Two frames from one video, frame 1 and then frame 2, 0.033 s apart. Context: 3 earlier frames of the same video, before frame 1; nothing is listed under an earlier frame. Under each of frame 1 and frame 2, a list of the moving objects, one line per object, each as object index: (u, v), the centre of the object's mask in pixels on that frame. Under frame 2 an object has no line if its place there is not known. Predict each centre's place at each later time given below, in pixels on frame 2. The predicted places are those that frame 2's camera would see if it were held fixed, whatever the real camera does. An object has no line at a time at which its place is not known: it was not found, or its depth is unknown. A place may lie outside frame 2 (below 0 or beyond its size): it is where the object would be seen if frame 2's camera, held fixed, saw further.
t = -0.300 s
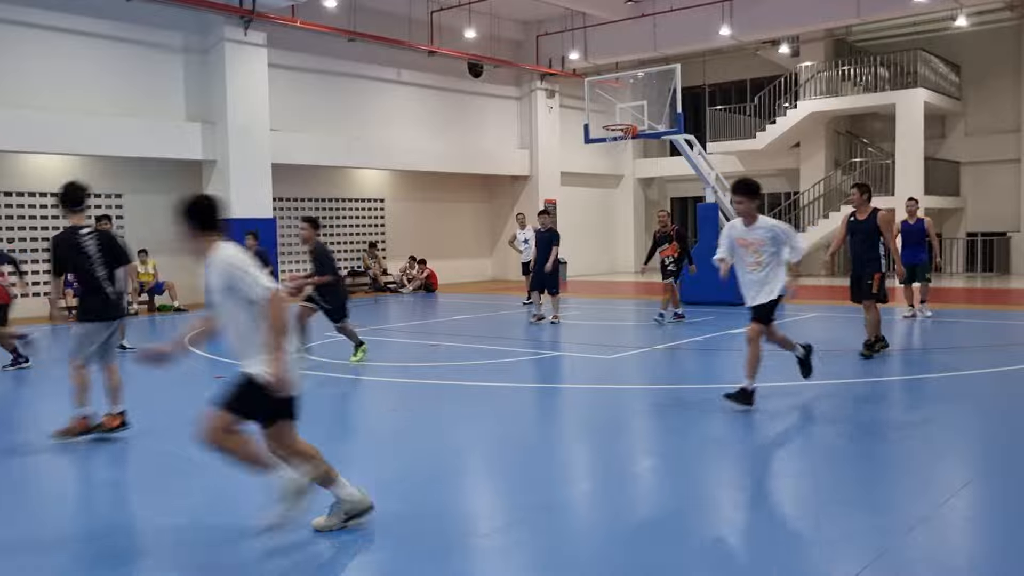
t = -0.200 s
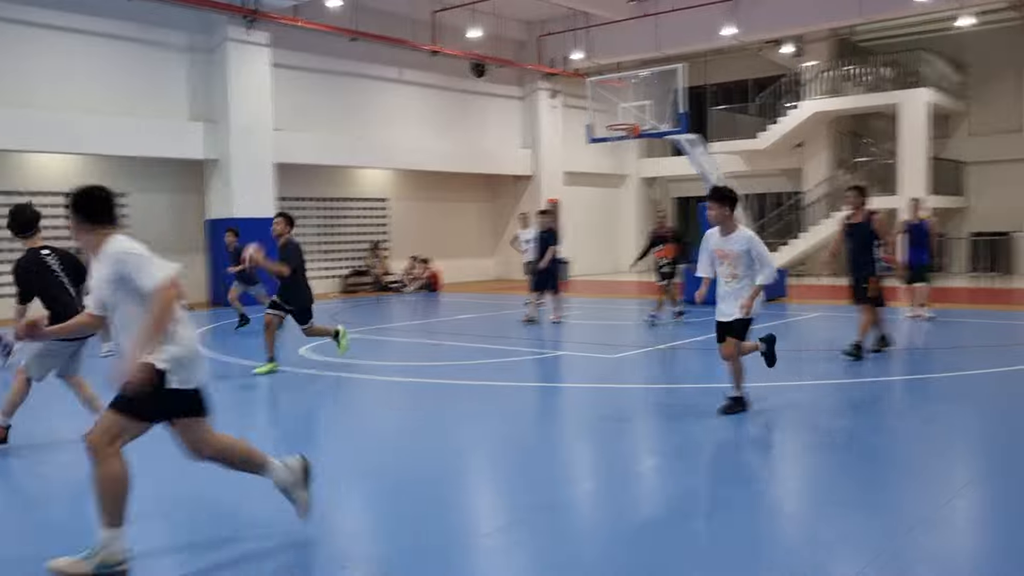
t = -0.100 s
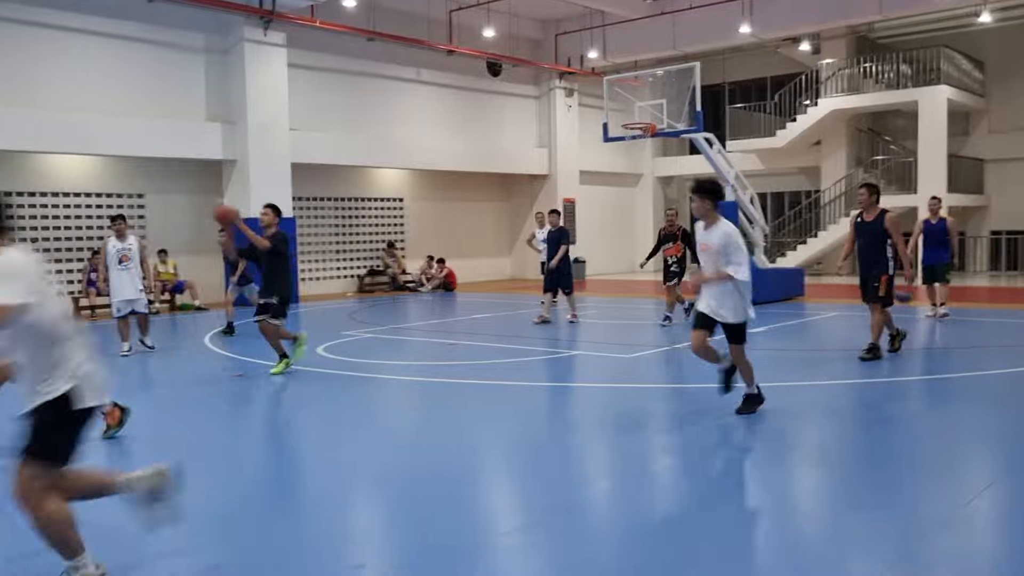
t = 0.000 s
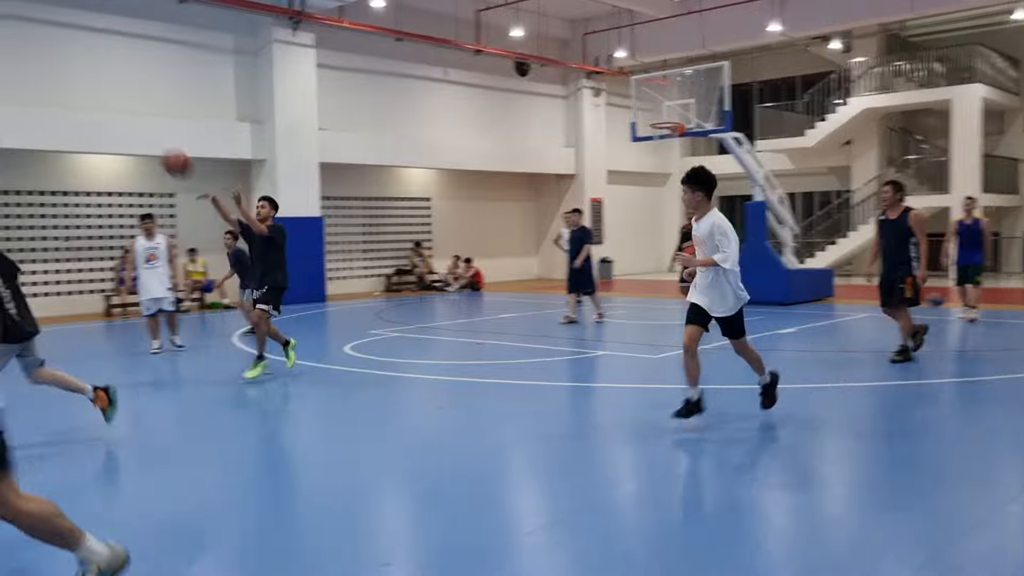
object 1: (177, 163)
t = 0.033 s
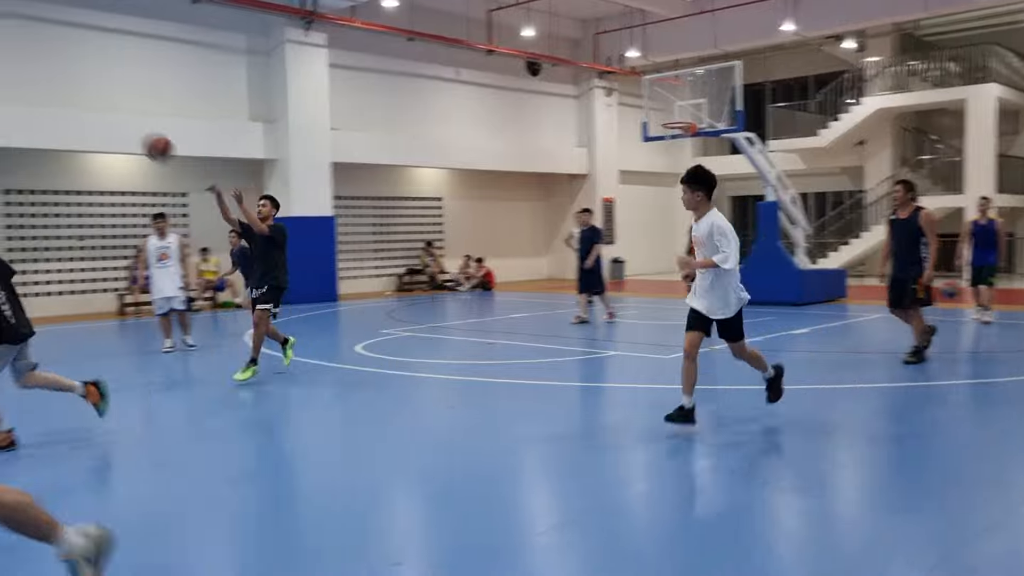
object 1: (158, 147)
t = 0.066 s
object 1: (122, 131)
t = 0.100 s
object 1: (86, 116)
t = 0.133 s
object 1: (48, 101)
